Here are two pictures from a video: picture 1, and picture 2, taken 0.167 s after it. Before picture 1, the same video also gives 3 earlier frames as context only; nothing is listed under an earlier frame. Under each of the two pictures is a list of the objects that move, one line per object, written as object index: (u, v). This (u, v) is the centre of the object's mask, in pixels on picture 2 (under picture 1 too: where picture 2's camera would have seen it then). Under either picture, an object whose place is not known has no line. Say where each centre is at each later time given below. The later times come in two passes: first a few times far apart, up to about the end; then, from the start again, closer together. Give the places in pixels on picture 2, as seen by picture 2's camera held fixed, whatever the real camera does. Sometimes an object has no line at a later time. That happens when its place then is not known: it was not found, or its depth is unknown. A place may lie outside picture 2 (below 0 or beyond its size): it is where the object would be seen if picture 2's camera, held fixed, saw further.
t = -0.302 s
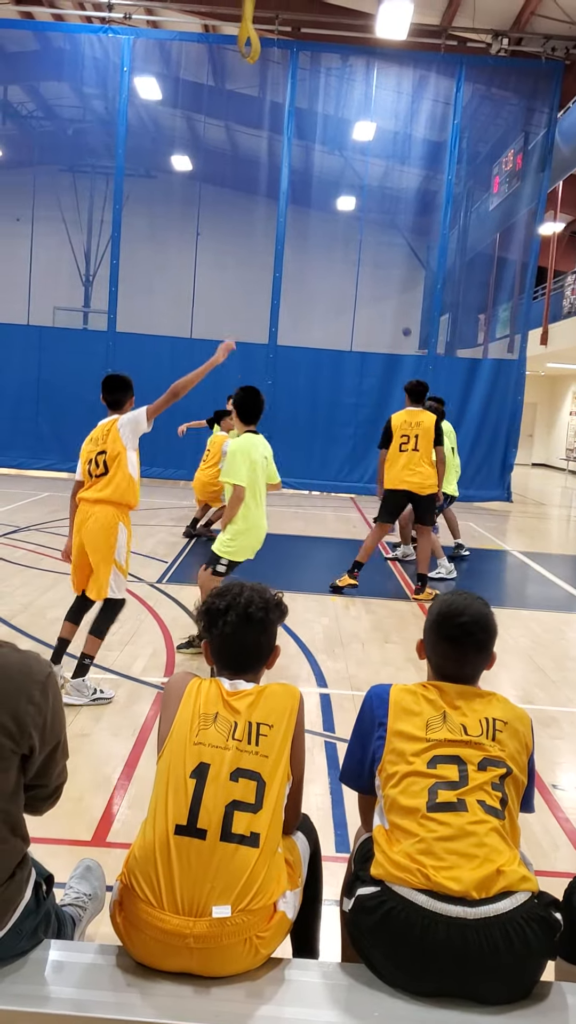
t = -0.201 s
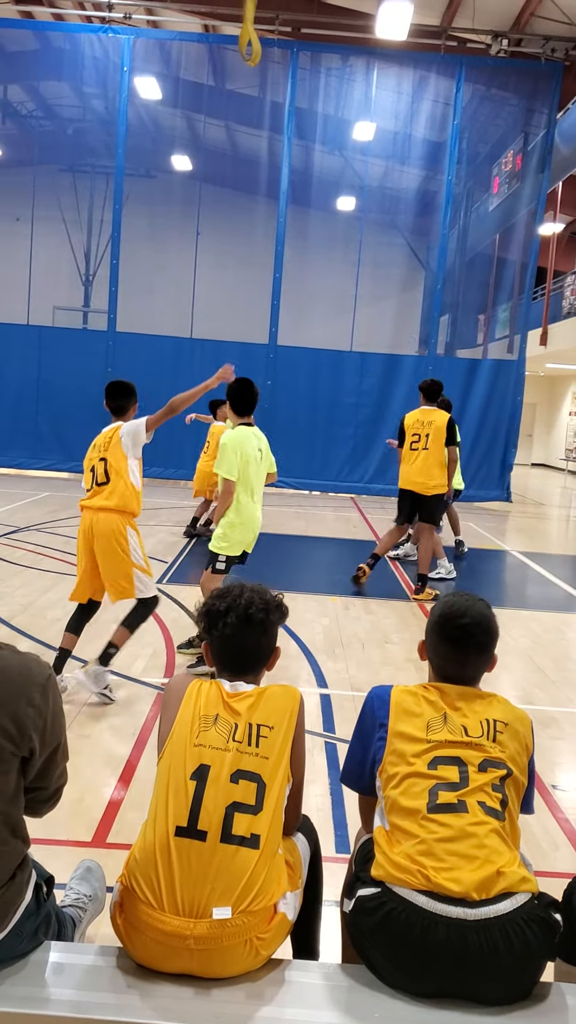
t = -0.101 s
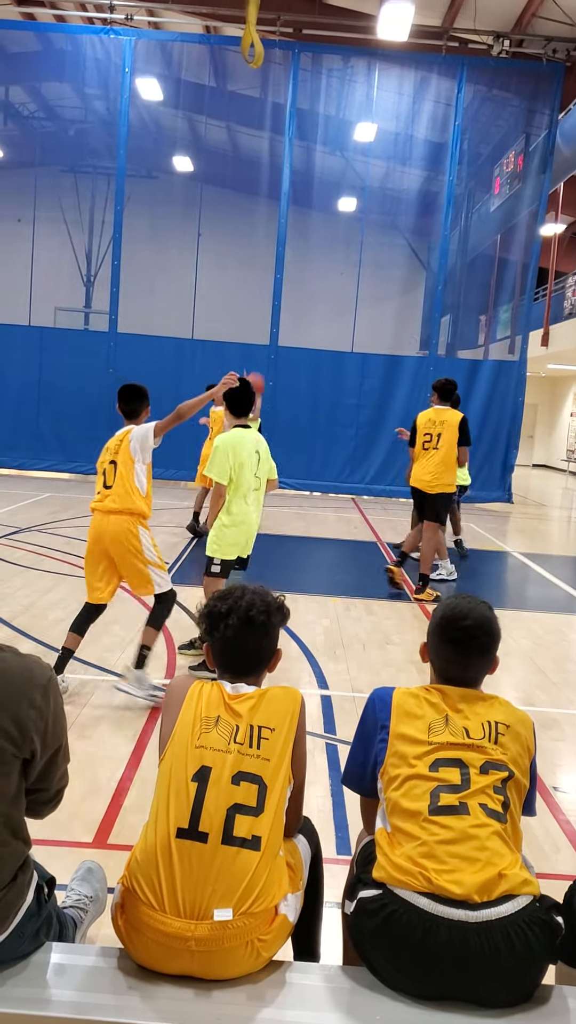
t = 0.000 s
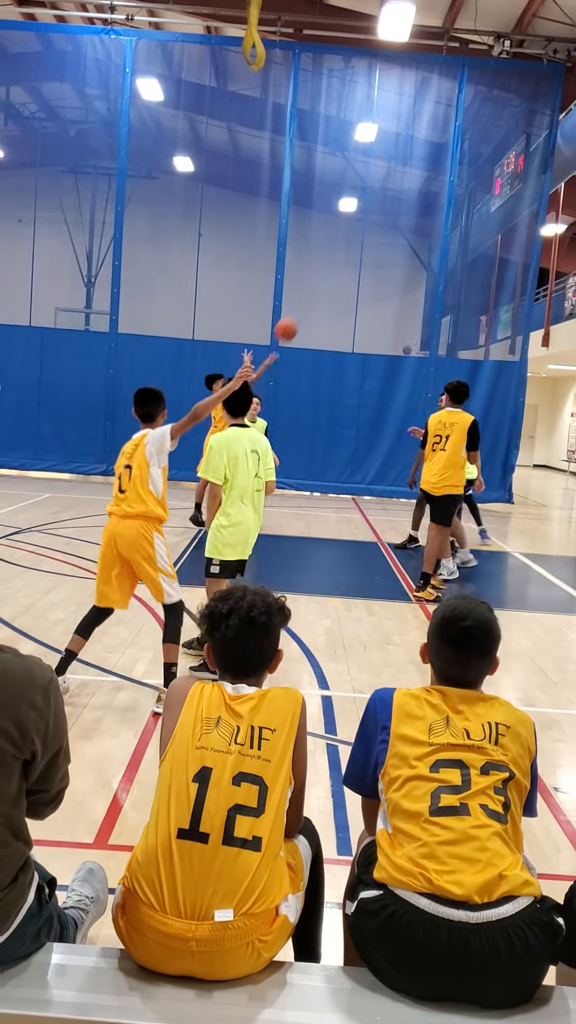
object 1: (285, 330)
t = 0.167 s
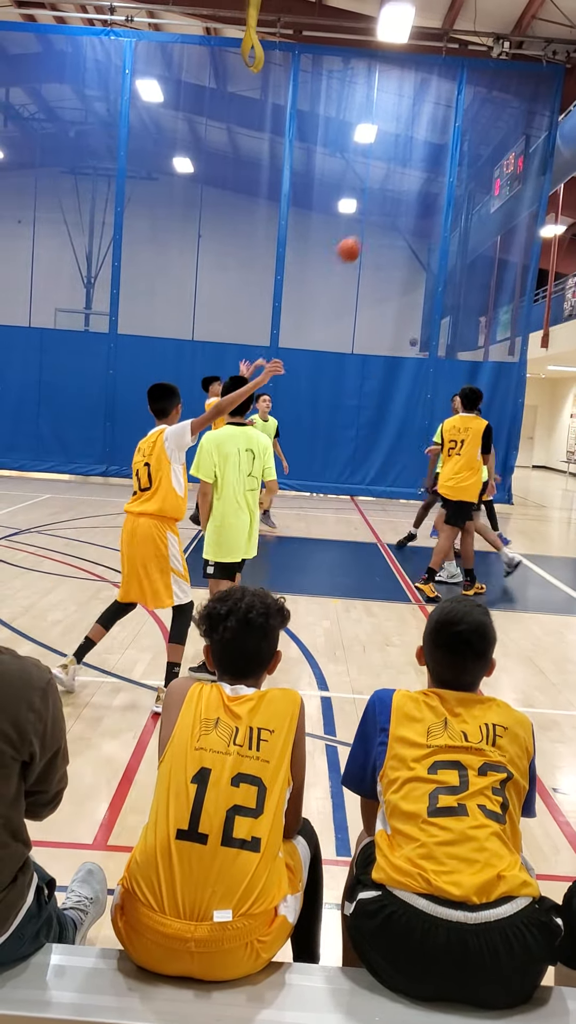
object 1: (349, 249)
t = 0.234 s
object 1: (375, 223)
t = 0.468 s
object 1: (465, 166)
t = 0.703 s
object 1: (553, 163)
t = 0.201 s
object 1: (362, 236)
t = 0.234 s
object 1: (375, 223)
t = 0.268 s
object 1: (387, 212)
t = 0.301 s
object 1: (400, 202)
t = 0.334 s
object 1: (413, 193)
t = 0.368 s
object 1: (426, 185)
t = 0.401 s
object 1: (439, 177)
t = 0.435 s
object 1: (452, 171)
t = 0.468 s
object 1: (465, 166)
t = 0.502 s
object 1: (477, 163)
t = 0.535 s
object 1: (490, 159)
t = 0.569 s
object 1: (502, 158)
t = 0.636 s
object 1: (528, 159)
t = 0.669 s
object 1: (540, 161)
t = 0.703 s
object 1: (553, 163)
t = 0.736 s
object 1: (565, 168)
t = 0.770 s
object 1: (573, 173)
